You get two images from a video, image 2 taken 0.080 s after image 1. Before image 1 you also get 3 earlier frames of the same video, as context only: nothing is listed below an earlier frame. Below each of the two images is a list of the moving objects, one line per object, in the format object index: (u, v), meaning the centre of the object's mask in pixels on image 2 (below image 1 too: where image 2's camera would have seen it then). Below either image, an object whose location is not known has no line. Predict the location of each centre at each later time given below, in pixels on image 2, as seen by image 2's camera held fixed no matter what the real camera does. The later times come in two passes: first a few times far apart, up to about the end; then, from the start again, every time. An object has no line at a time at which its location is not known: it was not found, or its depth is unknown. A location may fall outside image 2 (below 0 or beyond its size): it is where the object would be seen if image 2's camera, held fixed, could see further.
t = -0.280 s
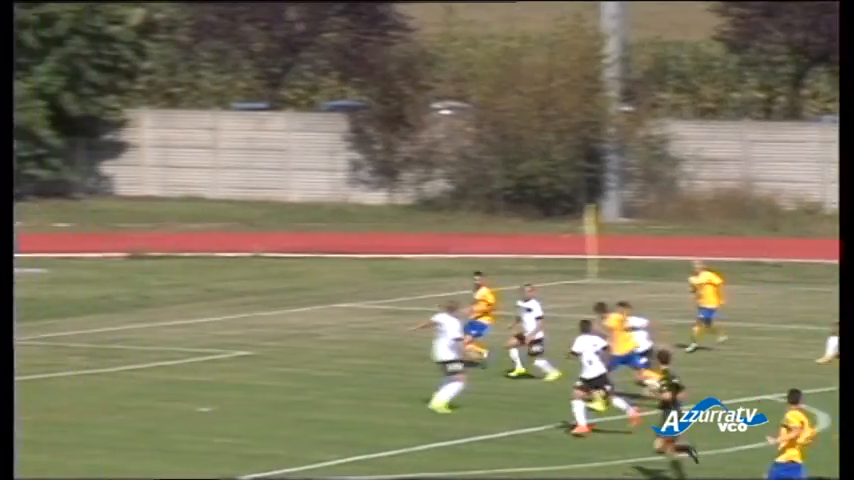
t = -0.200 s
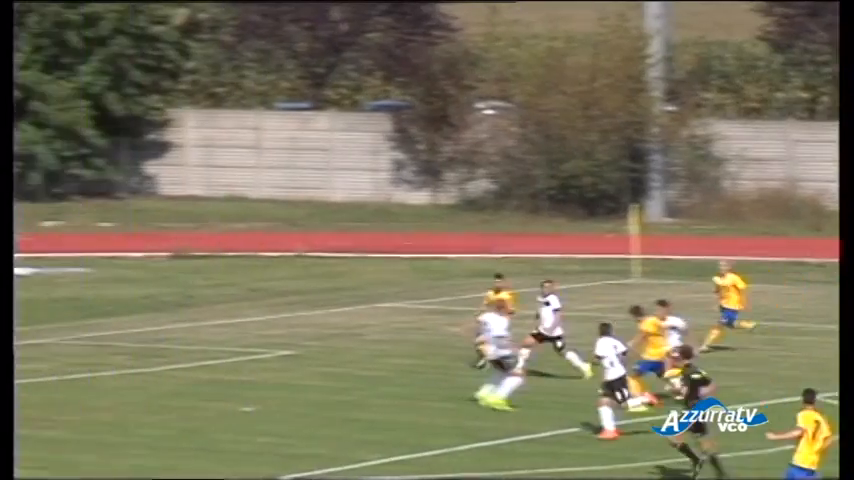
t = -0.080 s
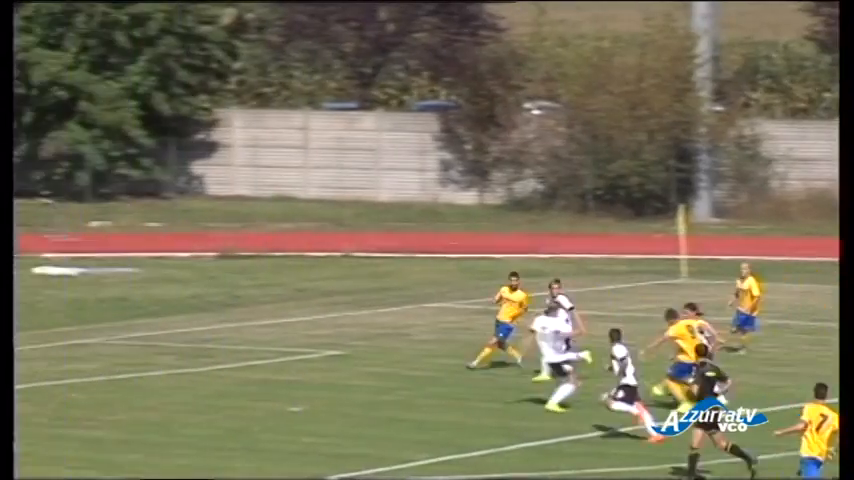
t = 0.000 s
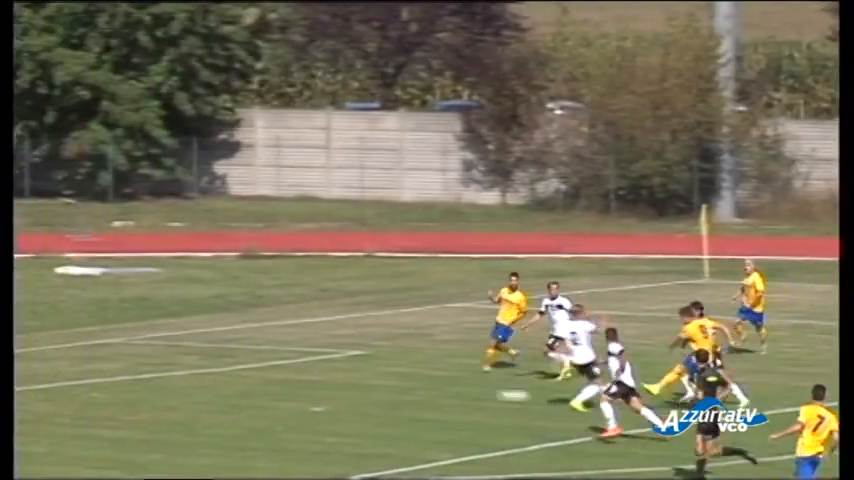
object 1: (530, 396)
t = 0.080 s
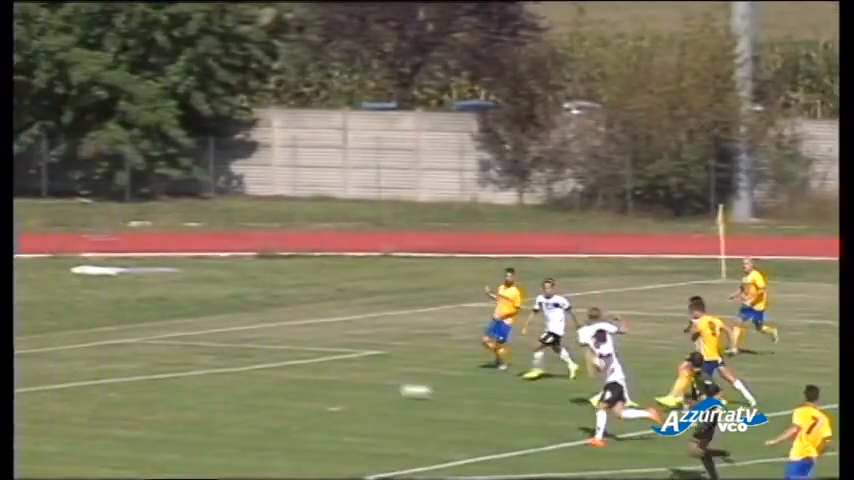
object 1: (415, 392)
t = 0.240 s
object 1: (195, 388)
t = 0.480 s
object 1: (-94, 389)
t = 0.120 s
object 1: (358, 390)
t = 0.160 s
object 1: (304, 389)
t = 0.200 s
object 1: (248, 390)
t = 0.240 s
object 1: (195, 388)
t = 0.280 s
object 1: (145, 387)
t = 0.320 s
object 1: (94, 386)
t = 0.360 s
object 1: (45, 387)
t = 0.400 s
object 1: (-2, 386)
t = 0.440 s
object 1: (-49, 389)
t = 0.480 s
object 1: (-94, 389)
